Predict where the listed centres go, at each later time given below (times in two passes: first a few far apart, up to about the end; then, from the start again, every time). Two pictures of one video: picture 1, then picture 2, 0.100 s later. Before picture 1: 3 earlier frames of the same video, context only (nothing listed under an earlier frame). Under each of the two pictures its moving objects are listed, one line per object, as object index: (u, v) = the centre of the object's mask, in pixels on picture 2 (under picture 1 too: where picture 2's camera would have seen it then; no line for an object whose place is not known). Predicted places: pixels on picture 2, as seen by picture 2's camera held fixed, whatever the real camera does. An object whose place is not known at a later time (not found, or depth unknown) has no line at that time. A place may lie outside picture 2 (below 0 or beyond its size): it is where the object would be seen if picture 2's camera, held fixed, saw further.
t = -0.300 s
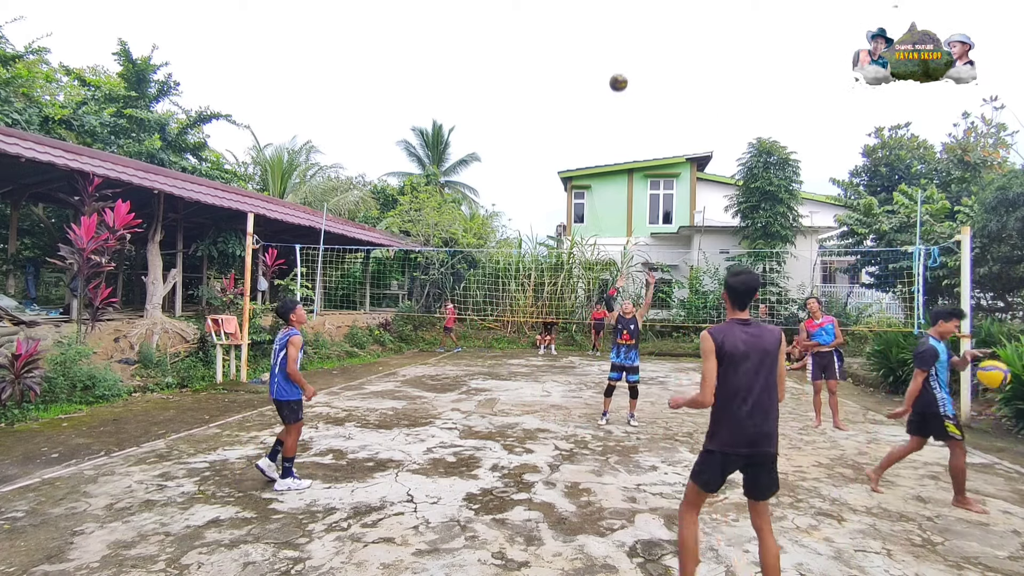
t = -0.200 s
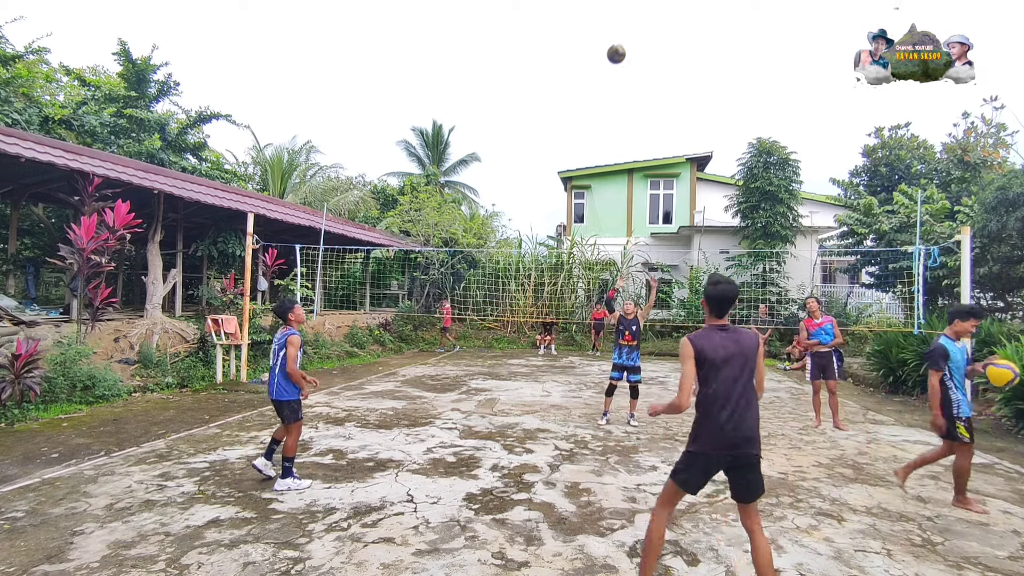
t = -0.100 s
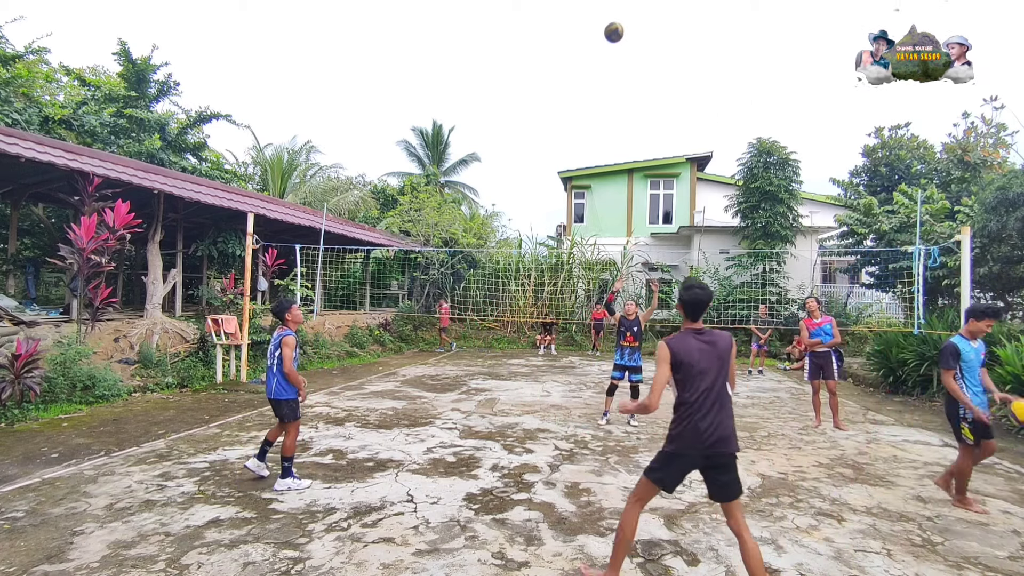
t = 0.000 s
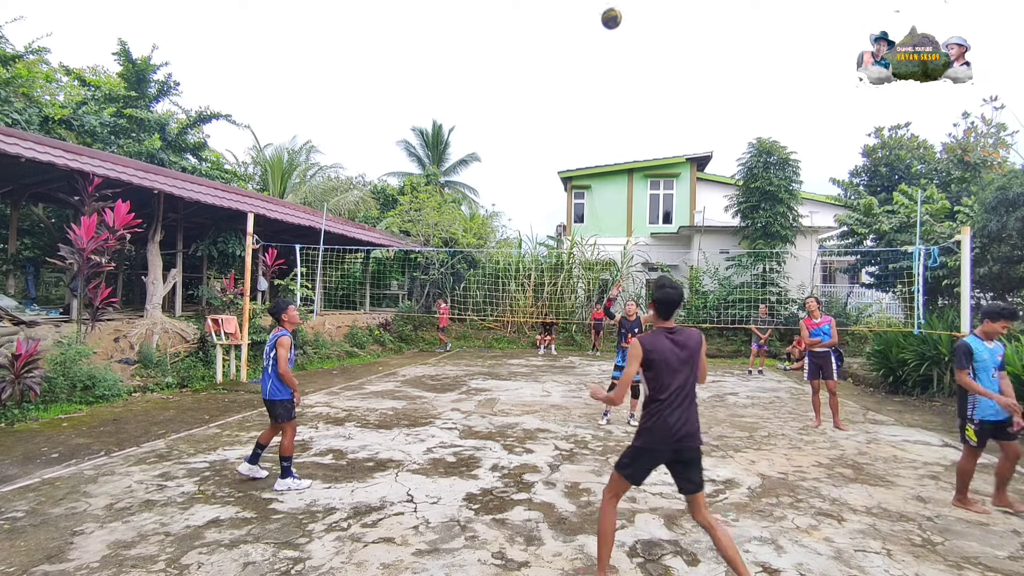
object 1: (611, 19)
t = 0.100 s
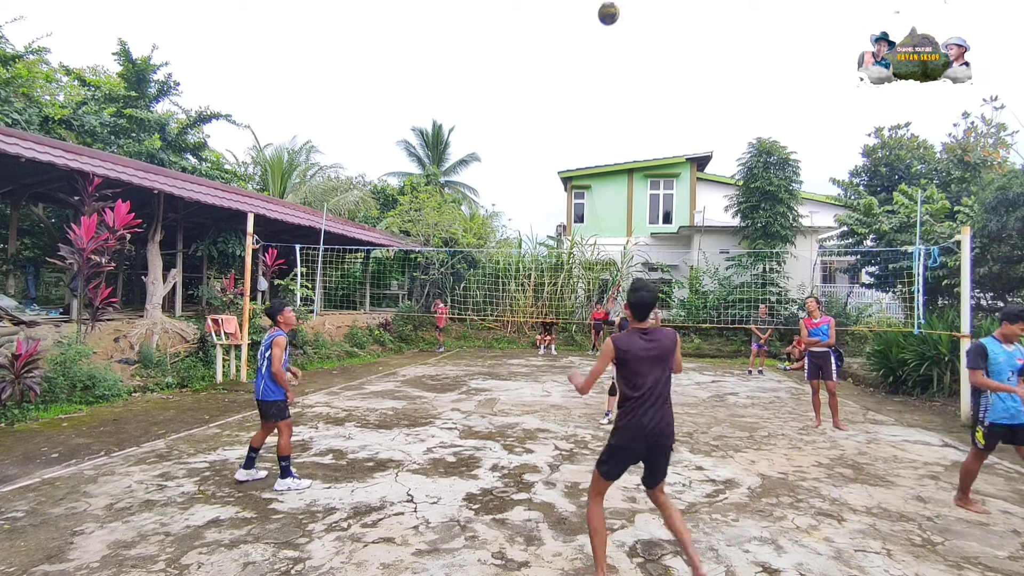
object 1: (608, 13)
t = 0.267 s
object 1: (603, 29)
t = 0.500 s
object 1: (593, 113)
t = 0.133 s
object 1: (607, 14)
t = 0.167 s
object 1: (606, 16)
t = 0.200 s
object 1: (605, 19)
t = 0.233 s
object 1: (604, 23)
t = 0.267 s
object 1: (603, 29)
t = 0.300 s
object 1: (601, 36)
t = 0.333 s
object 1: (600, 45)
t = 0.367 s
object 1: (599, 55)
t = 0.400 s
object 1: (597, 67)
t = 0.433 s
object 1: (596, 80)
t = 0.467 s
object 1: (594, 96)
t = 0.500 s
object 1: (593, 113)
